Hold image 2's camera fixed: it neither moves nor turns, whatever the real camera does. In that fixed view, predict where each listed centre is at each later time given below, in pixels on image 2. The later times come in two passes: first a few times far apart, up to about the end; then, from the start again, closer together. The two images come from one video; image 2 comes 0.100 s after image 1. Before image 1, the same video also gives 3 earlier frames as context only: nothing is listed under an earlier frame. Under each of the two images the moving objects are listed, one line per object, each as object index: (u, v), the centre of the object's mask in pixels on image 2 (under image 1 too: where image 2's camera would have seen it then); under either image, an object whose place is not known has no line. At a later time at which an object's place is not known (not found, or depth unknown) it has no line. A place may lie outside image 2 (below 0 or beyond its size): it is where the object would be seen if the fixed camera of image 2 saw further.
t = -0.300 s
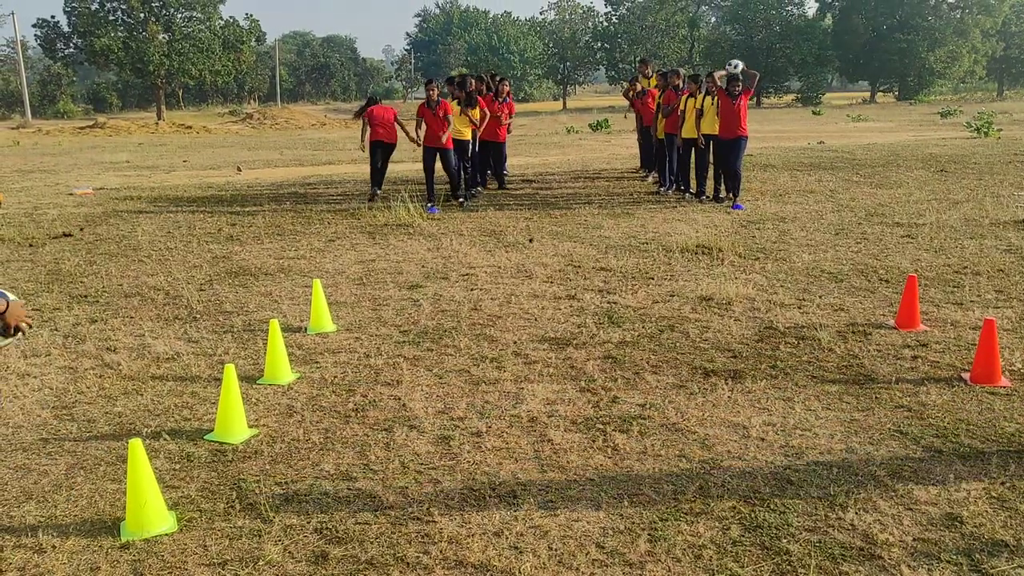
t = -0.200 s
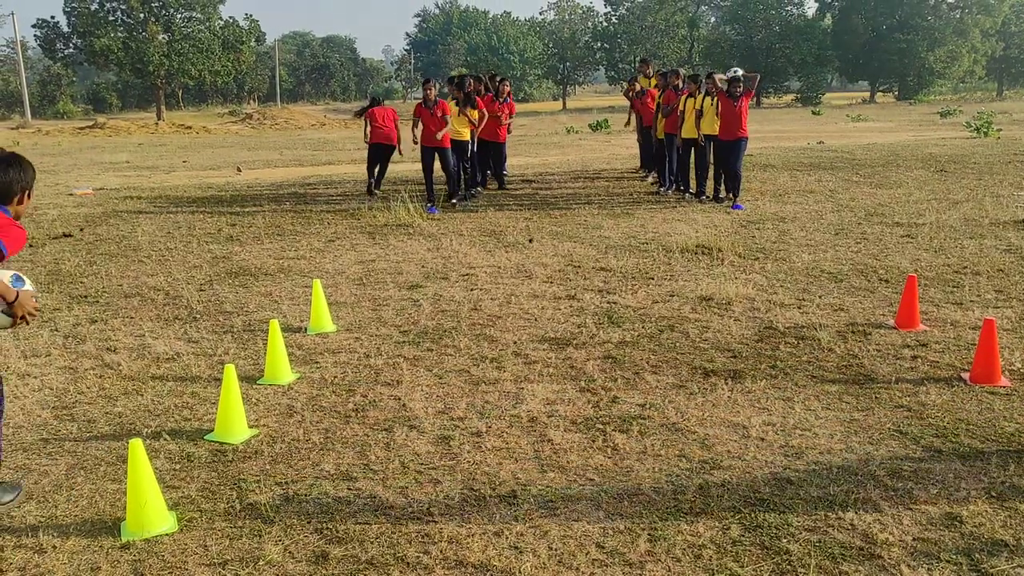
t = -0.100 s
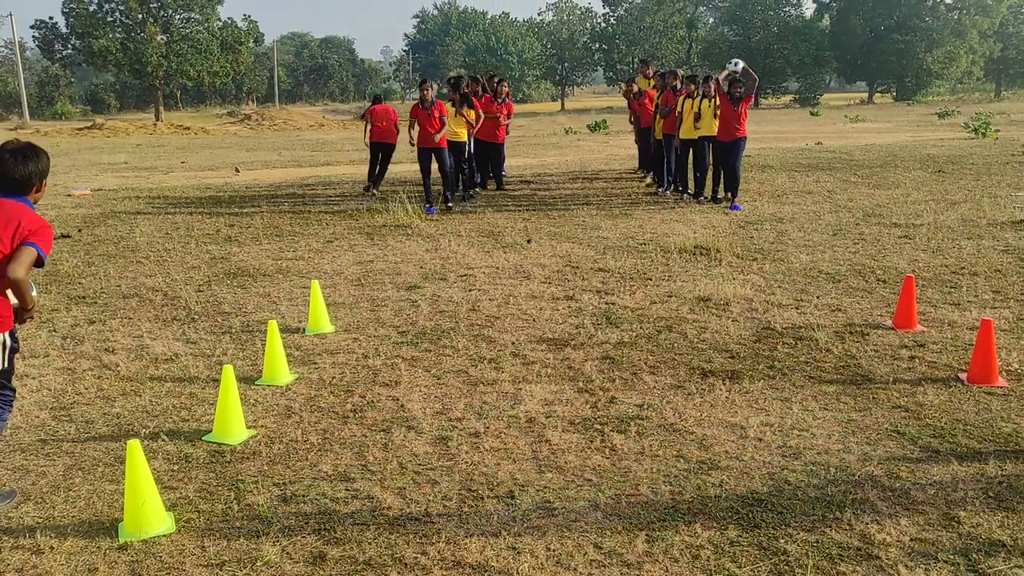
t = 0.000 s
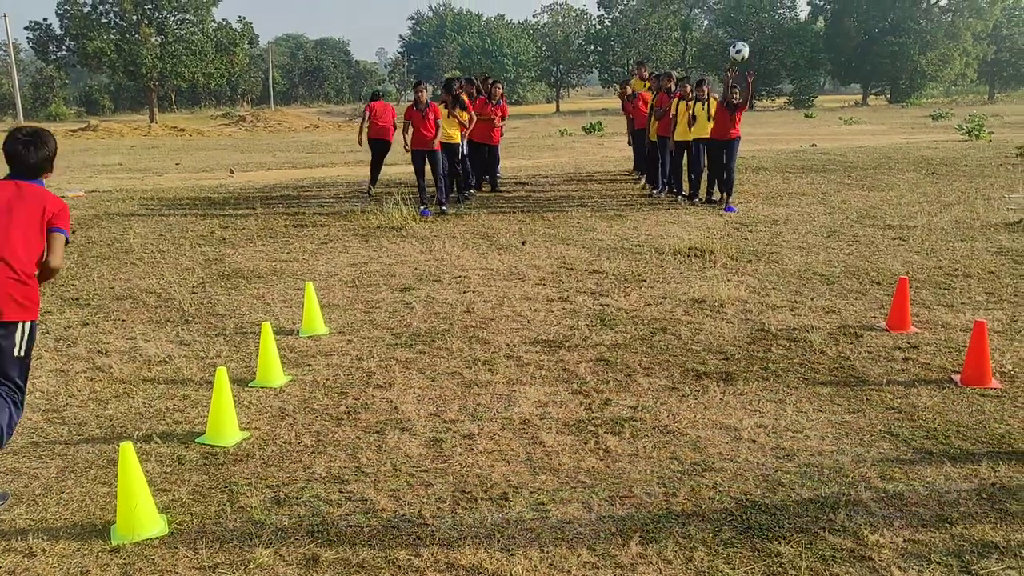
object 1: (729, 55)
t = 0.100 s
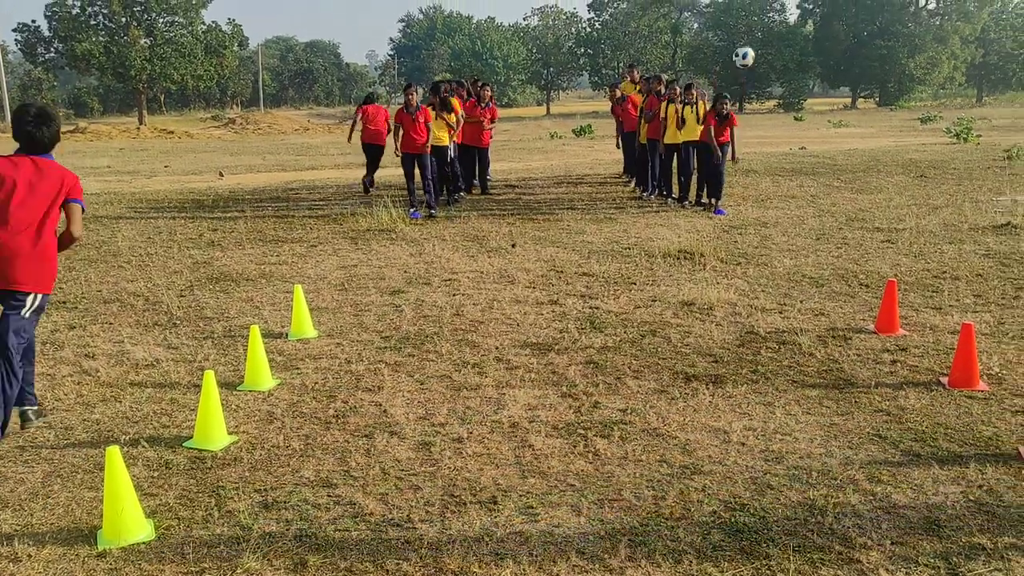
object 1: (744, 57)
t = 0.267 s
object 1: (772, 89)
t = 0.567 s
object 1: (864, 313)
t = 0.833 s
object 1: (954, 274)
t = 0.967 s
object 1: (1009, 282)
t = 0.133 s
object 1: (749, 60)
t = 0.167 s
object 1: (755, 65)
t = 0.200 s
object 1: (760, 72)
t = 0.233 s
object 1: (766, 80)
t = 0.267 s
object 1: (772, 89)
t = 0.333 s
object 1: (788, 115)
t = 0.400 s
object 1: (804, 152)
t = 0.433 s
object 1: (814, 175)
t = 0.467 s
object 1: (825, 203)
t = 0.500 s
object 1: (837, 234)
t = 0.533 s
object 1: (850, 270)
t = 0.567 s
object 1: (864, 313)
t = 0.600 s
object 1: (877, 342)
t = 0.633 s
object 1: (887, 328)
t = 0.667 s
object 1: (897, 315)
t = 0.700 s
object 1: (908, 303)
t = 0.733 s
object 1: (919, 293)
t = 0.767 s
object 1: (931, 286)
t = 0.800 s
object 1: (942, 279)
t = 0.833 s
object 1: (954, 274)
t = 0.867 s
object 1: (968, 272)
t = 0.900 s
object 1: (981, 273)
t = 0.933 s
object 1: (996, 276)
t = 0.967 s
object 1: (1009, 282)
